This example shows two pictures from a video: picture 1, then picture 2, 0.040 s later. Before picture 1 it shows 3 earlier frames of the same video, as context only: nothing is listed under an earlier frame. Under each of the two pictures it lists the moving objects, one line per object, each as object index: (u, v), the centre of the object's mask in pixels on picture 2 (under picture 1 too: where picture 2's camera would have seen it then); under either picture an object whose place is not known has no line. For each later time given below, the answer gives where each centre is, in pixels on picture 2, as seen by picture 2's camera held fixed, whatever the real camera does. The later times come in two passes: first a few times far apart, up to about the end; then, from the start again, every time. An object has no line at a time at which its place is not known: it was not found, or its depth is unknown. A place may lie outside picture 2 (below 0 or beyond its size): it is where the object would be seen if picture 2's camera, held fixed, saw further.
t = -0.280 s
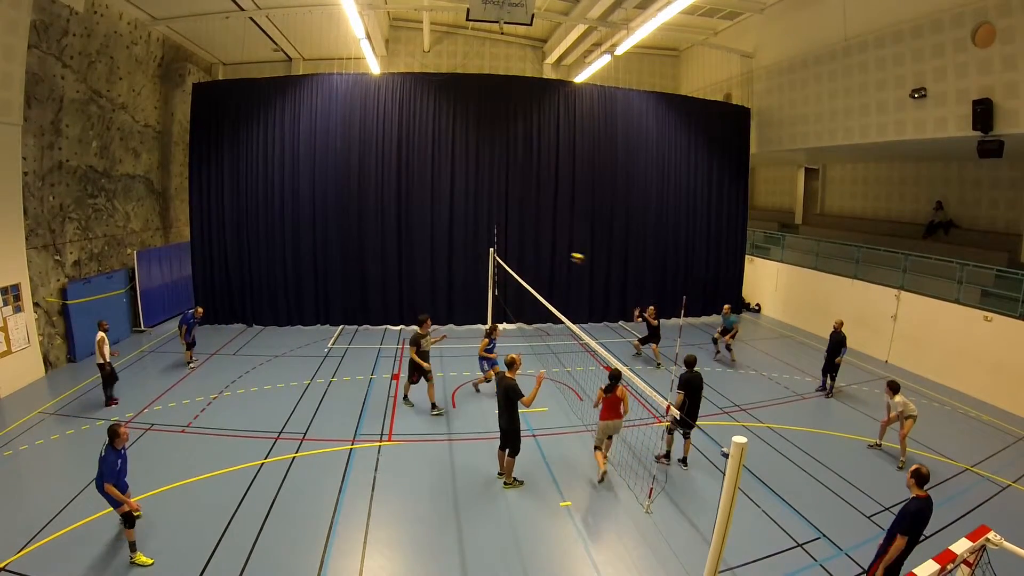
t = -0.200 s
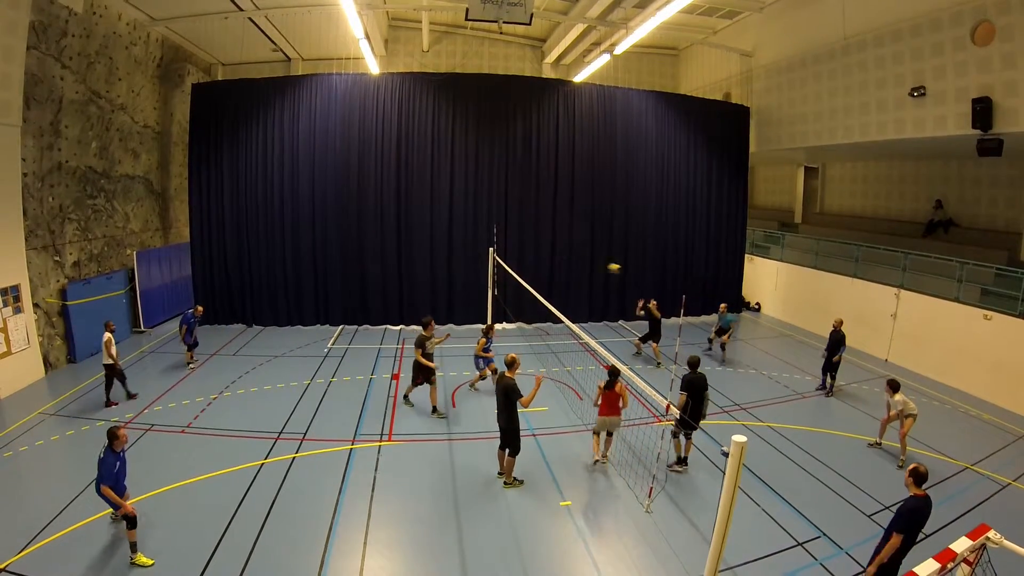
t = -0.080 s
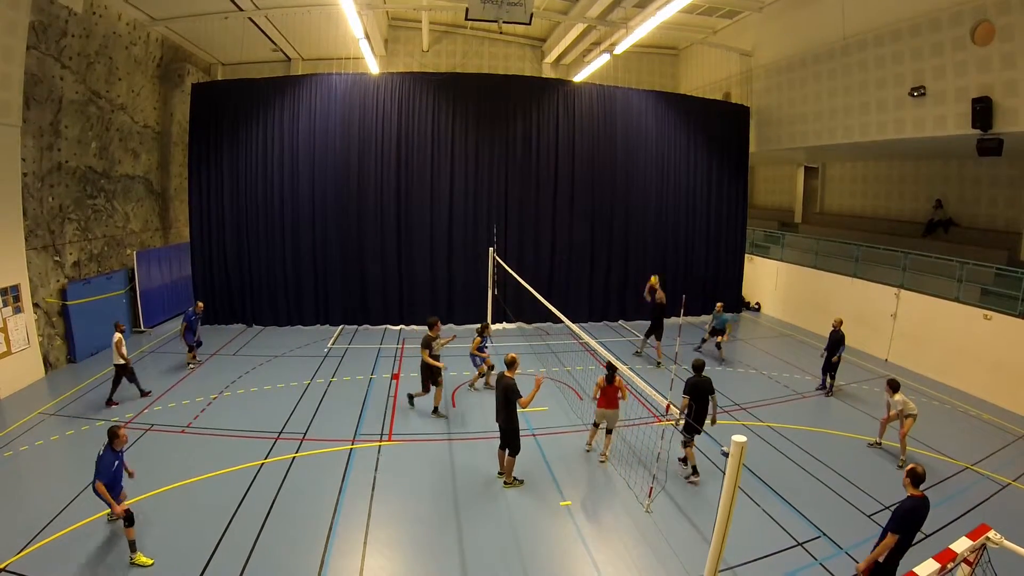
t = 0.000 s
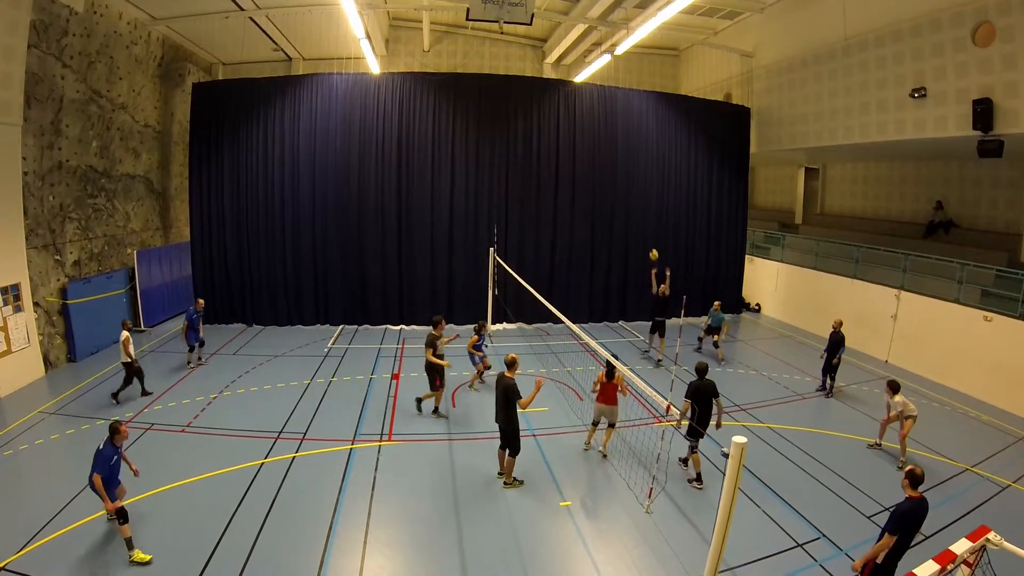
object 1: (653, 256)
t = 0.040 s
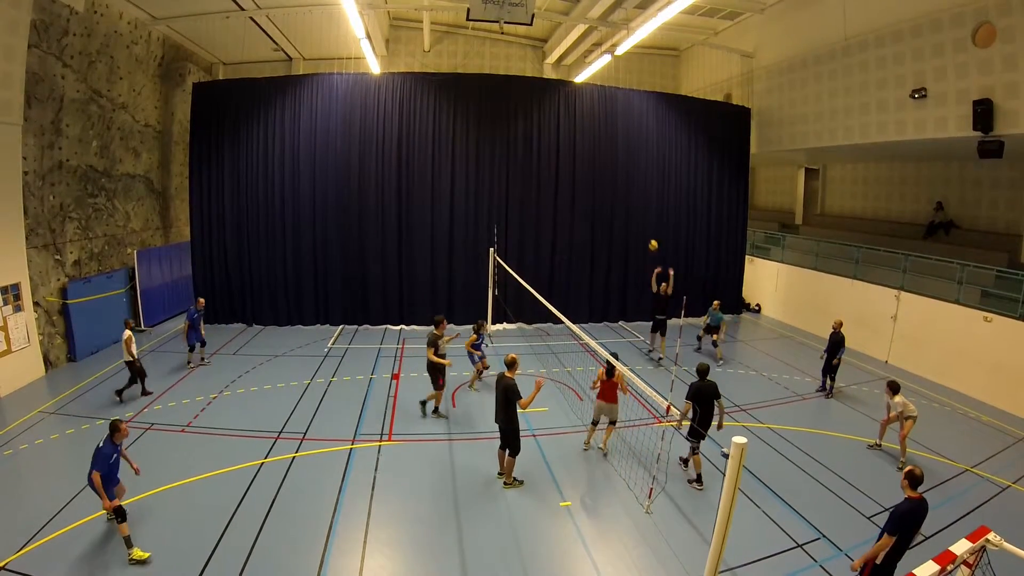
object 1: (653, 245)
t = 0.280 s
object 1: (645, 183)
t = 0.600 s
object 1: (630, 142)
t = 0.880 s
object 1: (615, 145)
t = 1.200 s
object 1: (593, 208)
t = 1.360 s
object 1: (581, 263)
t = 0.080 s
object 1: (652, 231)
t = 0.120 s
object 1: (651, 223)
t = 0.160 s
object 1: (650, 210)
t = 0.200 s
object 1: (649, 201)
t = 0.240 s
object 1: (647, 194)
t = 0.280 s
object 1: (645, 183)
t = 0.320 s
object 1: (644, 176)
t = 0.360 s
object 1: (642, 168)
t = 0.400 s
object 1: (640, 163)
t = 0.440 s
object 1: (638, 158)
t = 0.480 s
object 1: (636, 152)
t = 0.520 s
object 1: (635, 148)
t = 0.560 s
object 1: (632, 144)
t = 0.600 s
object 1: (630, 142)
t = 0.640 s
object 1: (628, 140)
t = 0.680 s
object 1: (626, 139)
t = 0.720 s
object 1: (624, 139)
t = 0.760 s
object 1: (621, 139)
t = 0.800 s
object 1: (620, 140)
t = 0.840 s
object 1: (618, 142)
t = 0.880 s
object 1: (615, 145)
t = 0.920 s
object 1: (612, 148)
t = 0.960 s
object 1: (610, 152)
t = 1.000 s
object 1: (607, 160)
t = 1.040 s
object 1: (604, 166)
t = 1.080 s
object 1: (601, 177)
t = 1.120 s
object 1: (599, 185)
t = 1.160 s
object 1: (596, 194)
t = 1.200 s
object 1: (593, 208)
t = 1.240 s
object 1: (590, 219)
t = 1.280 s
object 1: (586, 237)
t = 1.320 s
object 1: (584, 250)
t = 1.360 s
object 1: (581, 263)
